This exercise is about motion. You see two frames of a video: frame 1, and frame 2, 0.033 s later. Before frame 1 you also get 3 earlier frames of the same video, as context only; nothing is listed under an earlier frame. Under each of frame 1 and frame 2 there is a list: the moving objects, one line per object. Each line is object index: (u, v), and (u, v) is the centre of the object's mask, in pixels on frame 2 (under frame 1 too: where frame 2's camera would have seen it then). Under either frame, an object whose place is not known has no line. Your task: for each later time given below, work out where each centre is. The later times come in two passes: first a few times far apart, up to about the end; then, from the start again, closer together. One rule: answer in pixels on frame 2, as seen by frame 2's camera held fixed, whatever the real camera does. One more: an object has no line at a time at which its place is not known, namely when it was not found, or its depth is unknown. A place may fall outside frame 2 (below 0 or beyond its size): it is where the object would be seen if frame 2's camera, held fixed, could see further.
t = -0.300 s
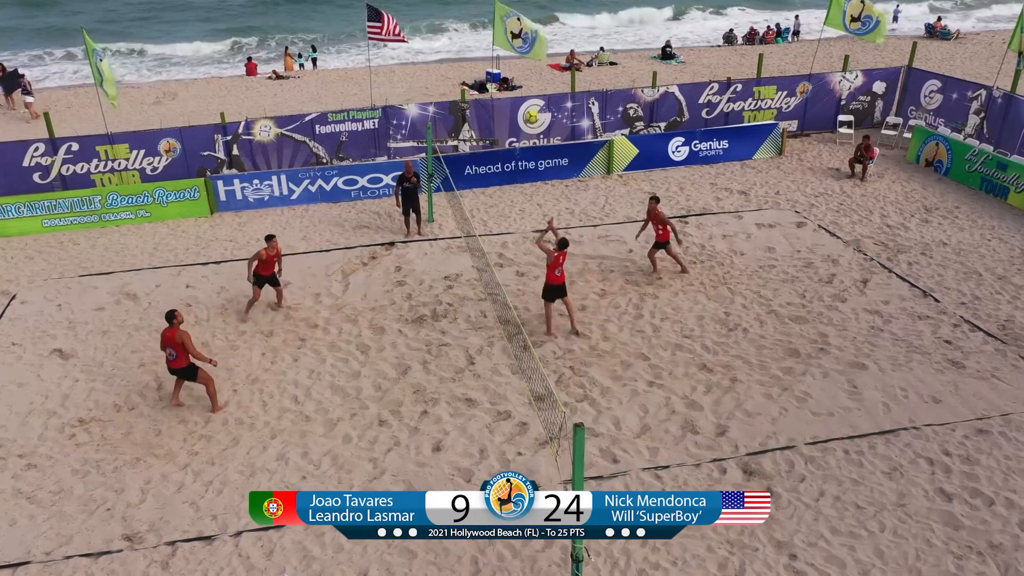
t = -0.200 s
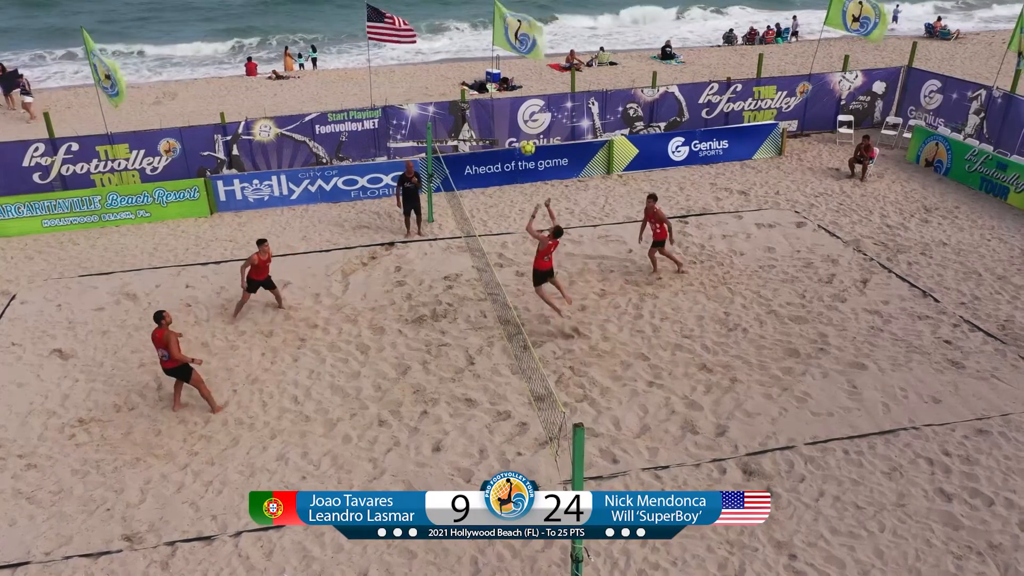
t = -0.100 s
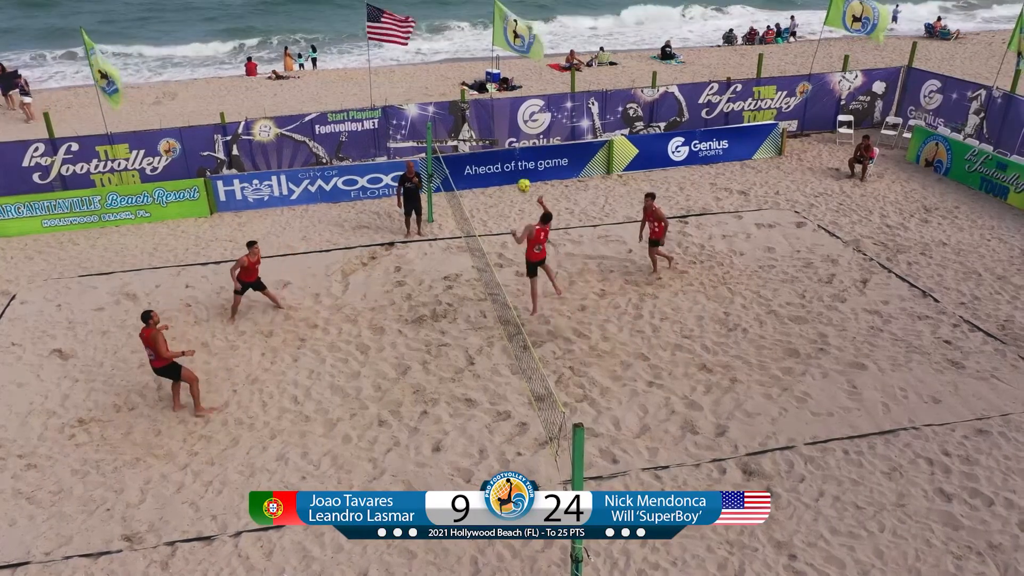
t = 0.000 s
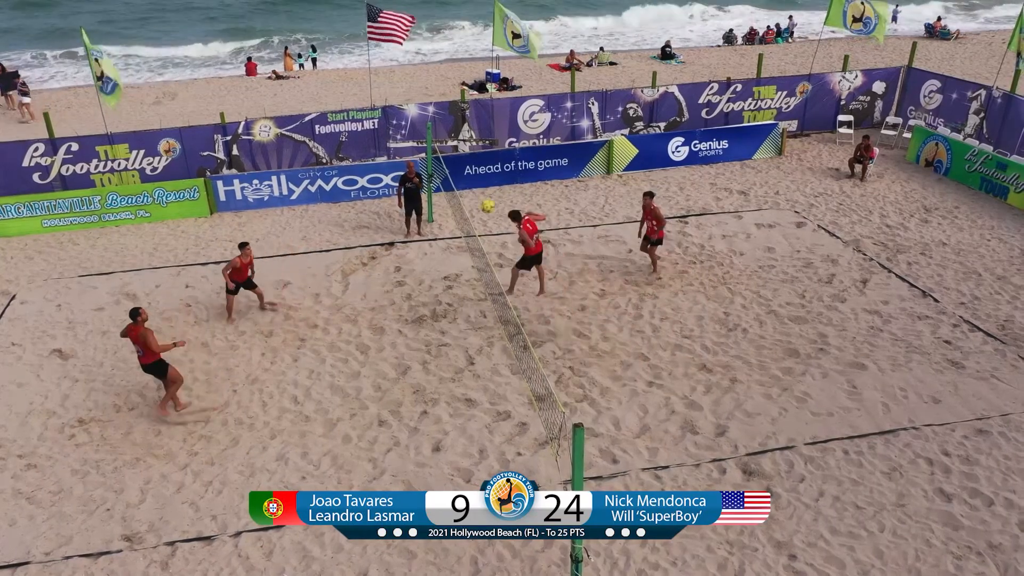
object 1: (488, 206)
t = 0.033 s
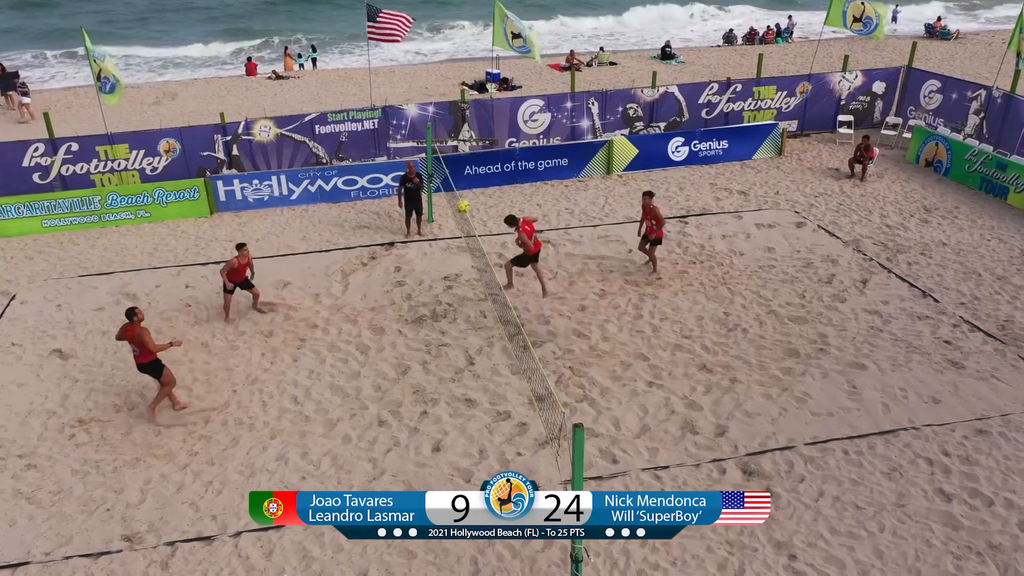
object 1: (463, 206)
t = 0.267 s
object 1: (292, 230)
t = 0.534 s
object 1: (113, 298)
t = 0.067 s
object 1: (438, 207)
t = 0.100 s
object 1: (413, 210)
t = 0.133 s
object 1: (389, 212)
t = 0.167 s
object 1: (364, 215)
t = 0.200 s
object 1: (339, 219)
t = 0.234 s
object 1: (316, 224)
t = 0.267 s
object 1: (292, 230)
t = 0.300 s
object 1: (268, 236)
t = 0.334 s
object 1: (244, 242)
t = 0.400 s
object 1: (199, 259)
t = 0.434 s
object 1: (177, 267)
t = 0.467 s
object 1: (155, 278)
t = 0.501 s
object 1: (133, 287)
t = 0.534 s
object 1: (113, 298)
